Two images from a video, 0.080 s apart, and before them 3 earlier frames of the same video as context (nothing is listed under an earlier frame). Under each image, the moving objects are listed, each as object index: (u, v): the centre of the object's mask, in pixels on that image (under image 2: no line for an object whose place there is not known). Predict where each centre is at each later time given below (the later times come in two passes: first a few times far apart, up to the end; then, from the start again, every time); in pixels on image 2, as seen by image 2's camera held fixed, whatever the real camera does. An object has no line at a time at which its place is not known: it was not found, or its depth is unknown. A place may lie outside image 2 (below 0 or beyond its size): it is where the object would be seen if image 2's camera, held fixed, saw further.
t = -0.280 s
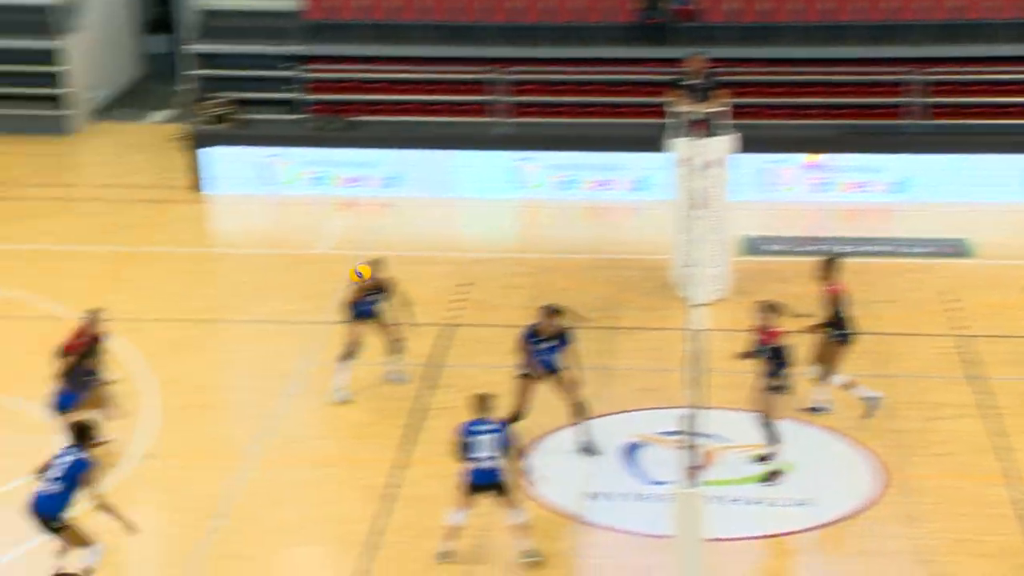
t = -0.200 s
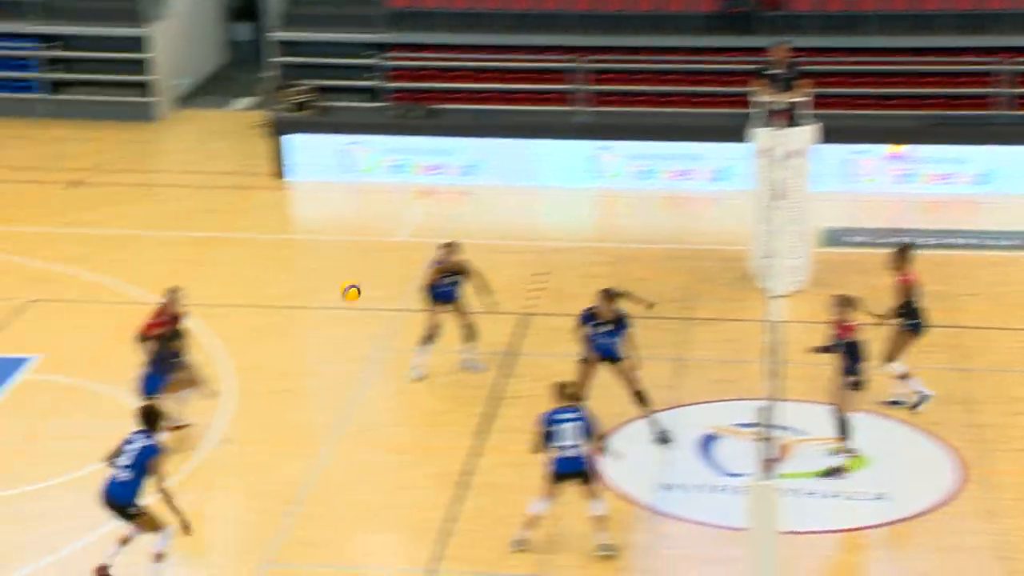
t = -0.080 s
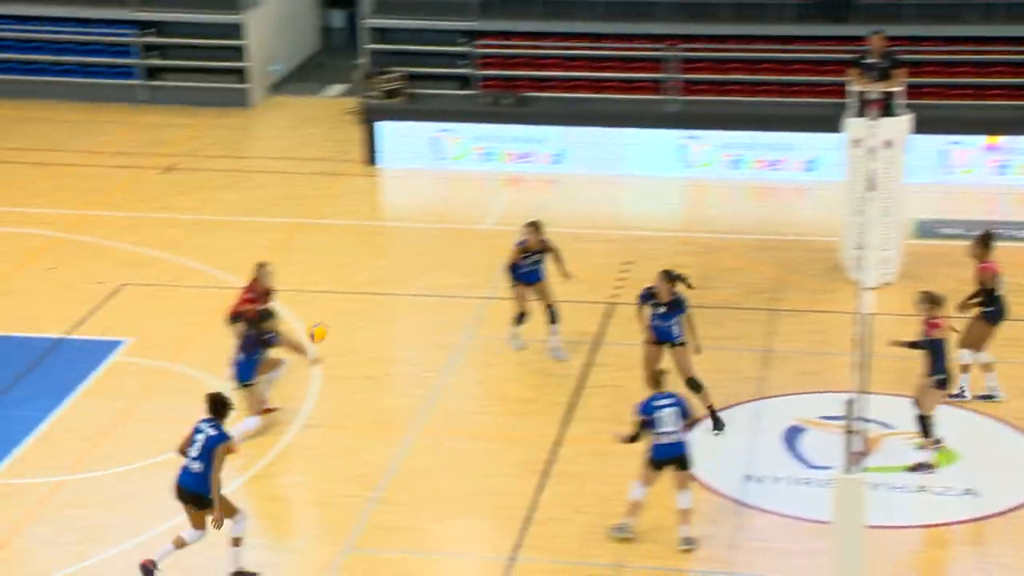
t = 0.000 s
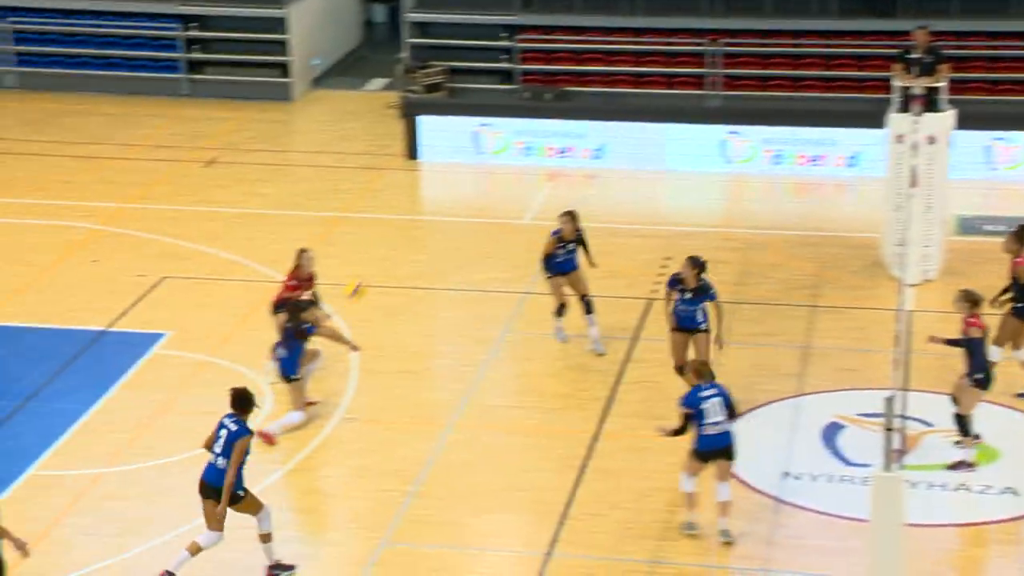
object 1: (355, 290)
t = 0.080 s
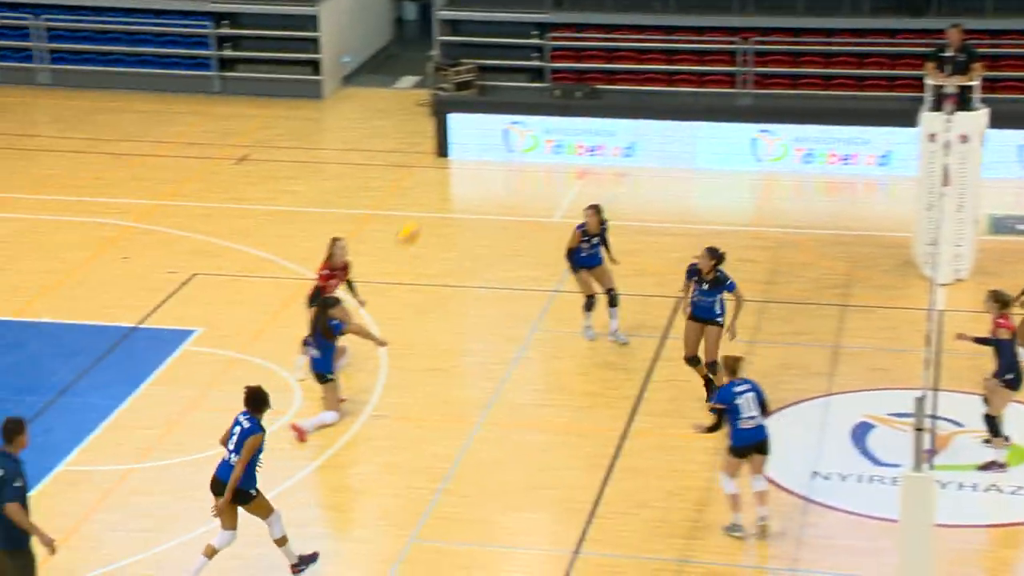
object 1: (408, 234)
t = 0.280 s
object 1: (463, 127)
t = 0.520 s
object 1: (533, 41)
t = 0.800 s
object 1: (618, 9)
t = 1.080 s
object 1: (704, 58)
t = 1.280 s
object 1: (765, 141)
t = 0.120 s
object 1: (418, 211)
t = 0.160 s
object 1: (431, 188)
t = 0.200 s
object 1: (440, 164)
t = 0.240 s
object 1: (449, 147)
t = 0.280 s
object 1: (463, 127)
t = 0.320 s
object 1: (476, 107)
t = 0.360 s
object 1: (487, 93)
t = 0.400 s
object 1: (498, 78)
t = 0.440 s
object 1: (510, 64)
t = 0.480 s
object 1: (522, 52)
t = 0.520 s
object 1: (533, 41)
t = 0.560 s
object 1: (545, 32)
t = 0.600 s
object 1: (556, 24)
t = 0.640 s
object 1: (569, 19)
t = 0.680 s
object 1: (581, 14)
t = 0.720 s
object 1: (593, 10)
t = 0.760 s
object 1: (606, 9)
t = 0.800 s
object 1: (618, 9)
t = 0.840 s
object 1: (630, 11)
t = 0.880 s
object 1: (642, 15)
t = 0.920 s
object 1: (655, 21)
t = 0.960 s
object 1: (667, 28)
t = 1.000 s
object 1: (679, 36)
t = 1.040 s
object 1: (691, 47)
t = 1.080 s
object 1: (704, 58)
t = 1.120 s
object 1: (716, 72)
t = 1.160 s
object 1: (728, 88)
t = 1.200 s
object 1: (741, 105)
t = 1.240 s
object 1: (752, 120)
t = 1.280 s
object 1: (765, 141)
